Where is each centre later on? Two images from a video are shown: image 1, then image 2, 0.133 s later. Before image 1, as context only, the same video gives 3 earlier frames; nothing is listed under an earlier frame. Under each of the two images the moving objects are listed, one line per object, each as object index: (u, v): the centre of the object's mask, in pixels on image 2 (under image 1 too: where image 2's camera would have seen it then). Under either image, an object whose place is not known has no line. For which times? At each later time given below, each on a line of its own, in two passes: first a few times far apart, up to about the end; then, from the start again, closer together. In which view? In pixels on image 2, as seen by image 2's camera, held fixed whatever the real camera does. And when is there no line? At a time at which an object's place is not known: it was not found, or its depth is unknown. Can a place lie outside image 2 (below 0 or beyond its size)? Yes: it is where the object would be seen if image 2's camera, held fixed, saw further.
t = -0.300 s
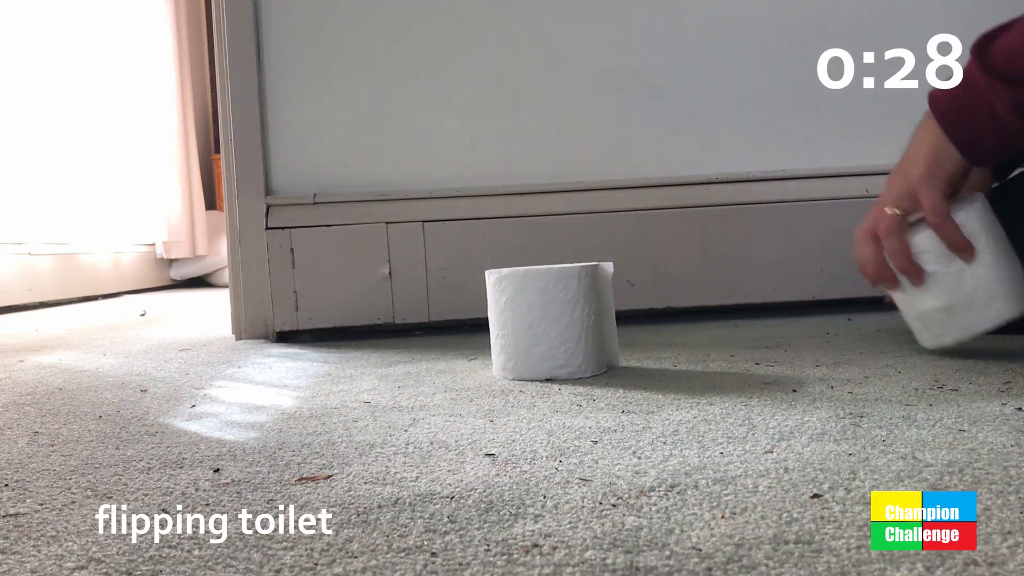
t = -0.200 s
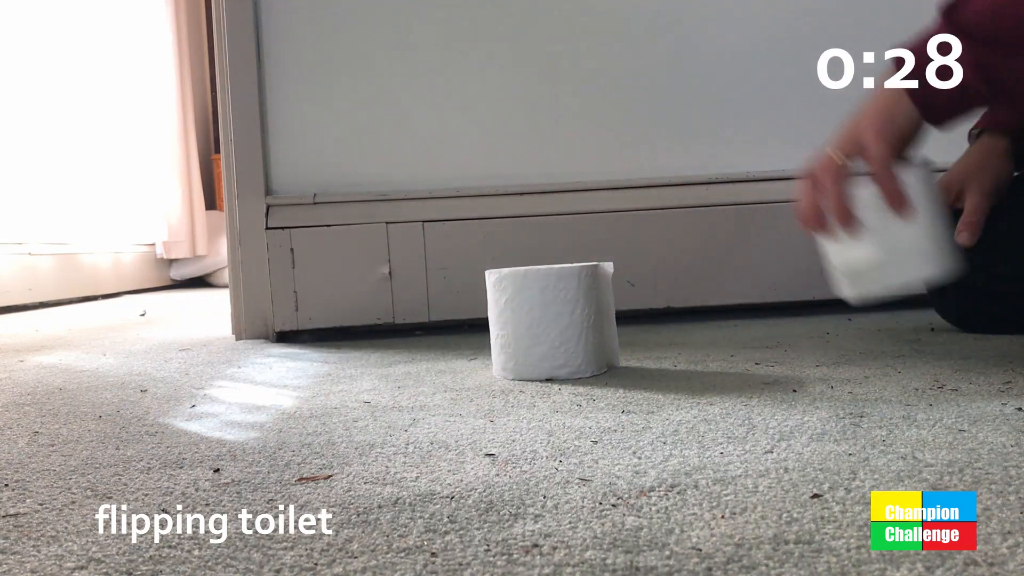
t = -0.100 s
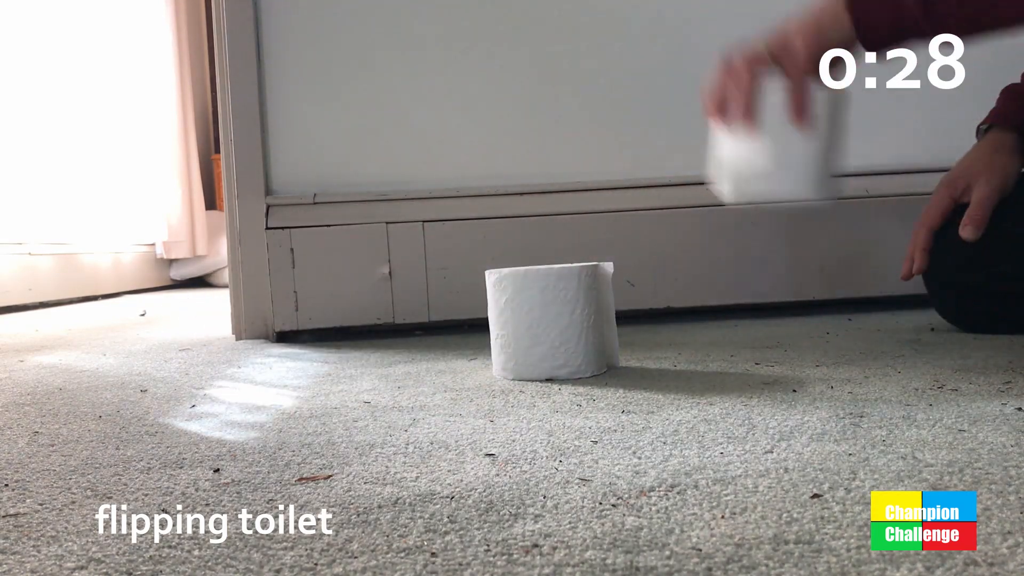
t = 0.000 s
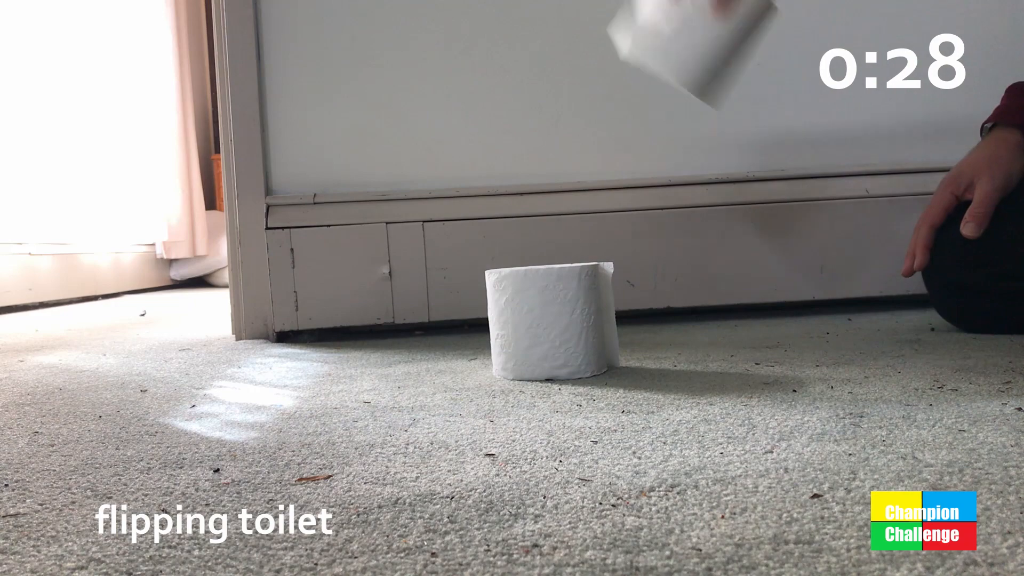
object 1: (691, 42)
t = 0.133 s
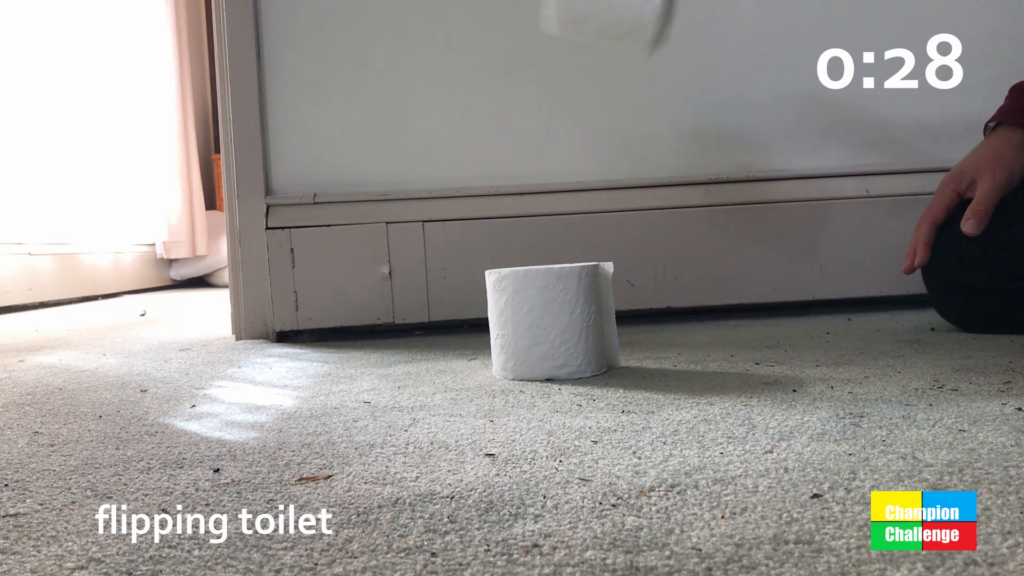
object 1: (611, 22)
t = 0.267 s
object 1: (548, 126)
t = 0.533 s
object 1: (385, 321)
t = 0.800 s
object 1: (269, 319)
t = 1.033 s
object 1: (262, 324)
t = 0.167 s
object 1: (593, 33)
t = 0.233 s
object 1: (564, 77)
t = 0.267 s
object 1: (548, 126)
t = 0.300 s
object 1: (536, 195)
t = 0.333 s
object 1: (514, 201)
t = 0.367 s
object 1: (488, 192)
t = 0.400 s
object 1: (466, 197)
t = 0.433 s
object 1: (443, 213)
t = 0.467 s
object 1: (421, 242)
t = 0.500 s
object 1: (401, 281)
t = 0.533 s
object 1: (385, 321)
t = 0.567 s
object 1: (367, 303)
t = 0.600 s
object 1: (349, 290)
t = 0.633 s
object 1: (332, 288)
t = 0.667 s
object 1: (316, 295)
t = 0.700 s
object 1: (299, 315)
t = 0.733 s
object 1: (286, 333)
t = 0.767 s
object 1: (275, 323)
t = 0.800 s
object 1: (269, 319)
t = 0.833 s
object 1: (264, 317)
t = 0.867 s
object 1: (259, 317)
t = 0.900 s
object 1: (256, 317)
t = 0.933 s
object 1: (255, 317)
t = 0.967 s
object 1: (255, 319)
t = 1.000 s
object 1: (258, 320)
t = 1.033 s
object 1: (262, 324)
